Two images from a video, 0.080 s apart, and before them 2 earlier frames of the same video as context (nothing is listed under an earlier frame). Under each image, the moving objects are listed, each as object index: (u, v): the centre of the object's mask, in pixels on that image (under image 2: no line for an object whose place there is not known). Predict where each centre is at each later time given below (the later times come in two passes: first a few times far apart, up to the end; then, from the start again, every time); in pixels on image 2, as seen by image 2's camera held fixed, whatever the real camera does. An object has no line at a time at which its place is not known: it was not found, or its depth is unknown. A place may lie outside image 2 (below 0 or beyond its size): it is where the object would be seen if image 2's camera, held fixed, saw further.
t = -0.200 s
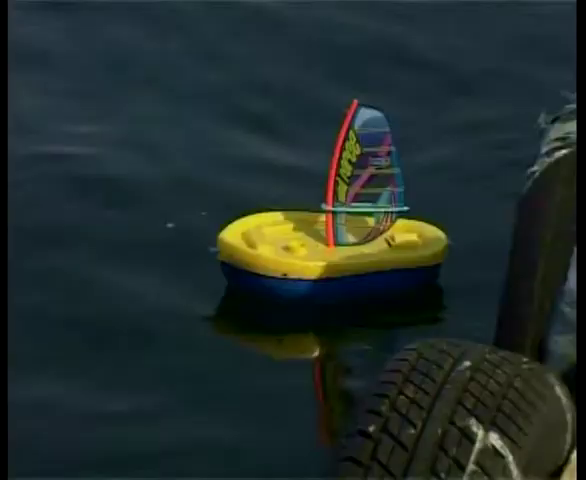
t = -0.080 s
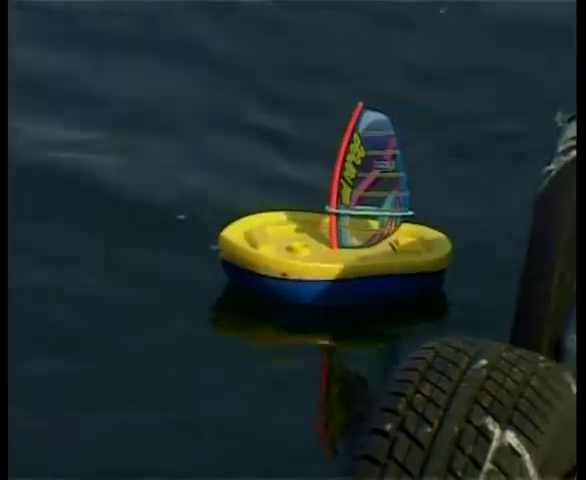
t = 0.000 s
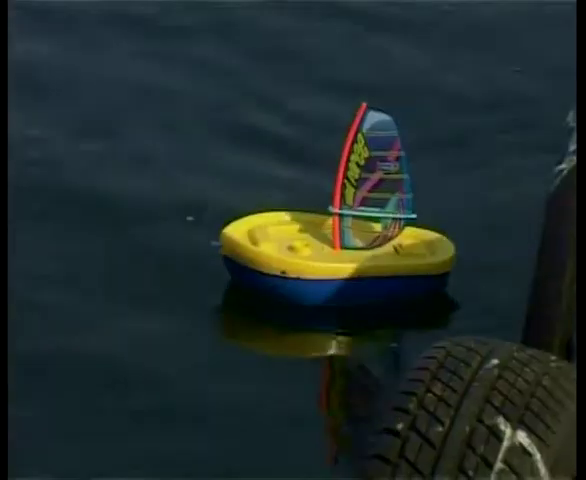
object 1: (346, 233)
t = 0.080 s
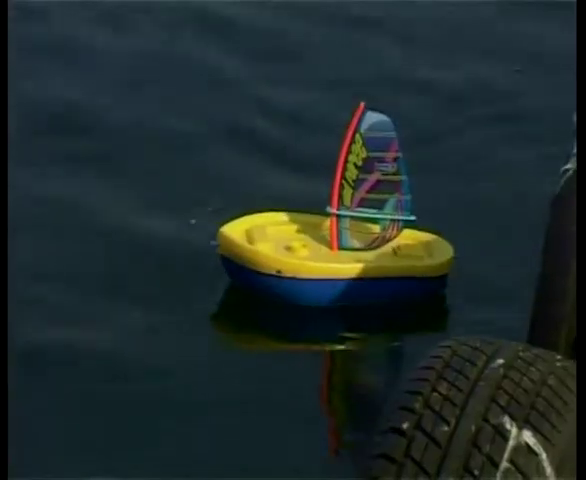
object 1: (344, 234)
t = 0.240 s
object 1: (337, 237)
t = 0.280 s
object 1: (336, 238)
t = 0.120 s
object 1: (342, 234)
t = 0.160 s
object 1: (341, 235)
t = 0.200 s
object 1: (339, 236)
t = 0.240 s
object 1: (337, 237)
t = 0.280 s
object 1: (336, 238)
